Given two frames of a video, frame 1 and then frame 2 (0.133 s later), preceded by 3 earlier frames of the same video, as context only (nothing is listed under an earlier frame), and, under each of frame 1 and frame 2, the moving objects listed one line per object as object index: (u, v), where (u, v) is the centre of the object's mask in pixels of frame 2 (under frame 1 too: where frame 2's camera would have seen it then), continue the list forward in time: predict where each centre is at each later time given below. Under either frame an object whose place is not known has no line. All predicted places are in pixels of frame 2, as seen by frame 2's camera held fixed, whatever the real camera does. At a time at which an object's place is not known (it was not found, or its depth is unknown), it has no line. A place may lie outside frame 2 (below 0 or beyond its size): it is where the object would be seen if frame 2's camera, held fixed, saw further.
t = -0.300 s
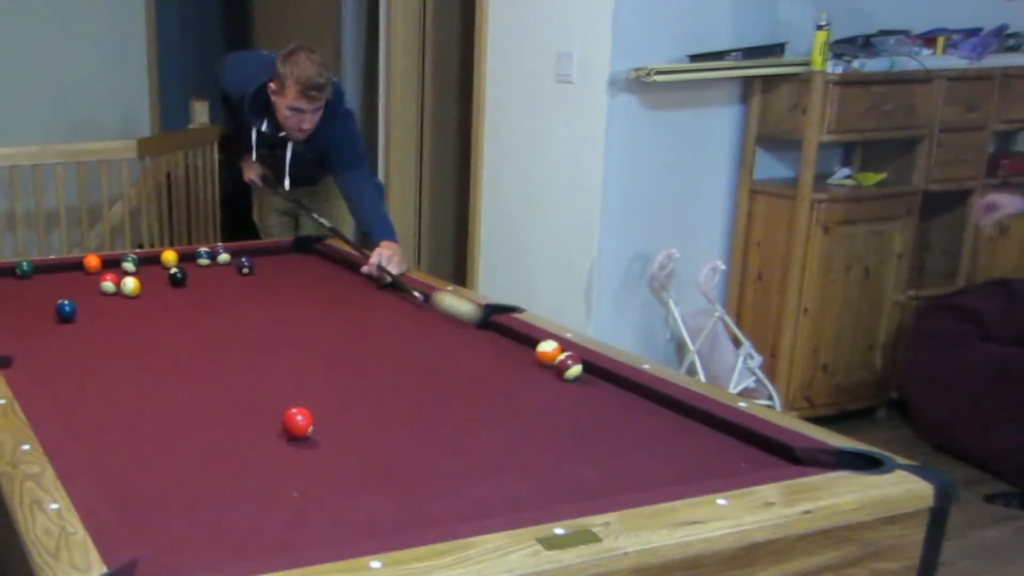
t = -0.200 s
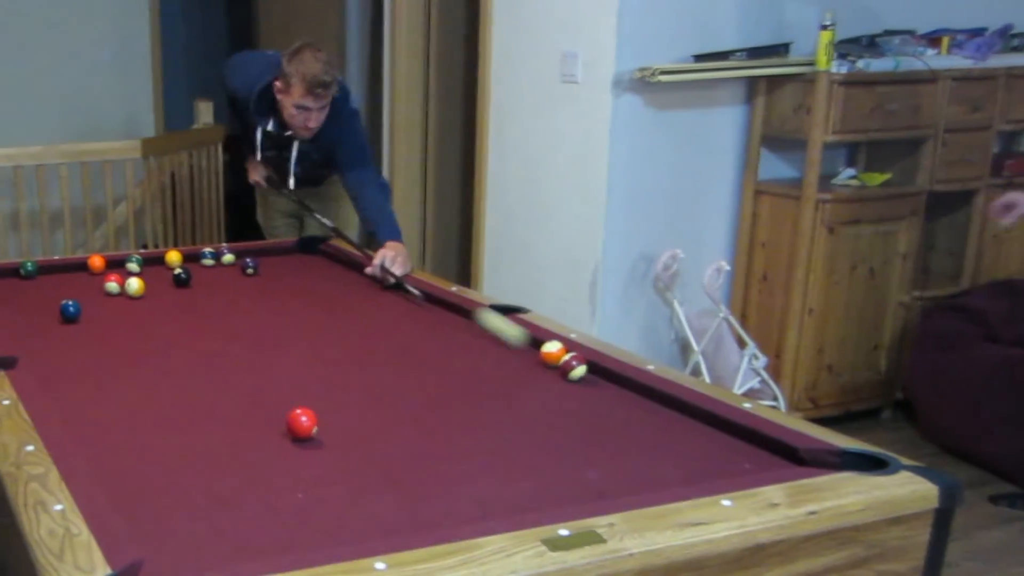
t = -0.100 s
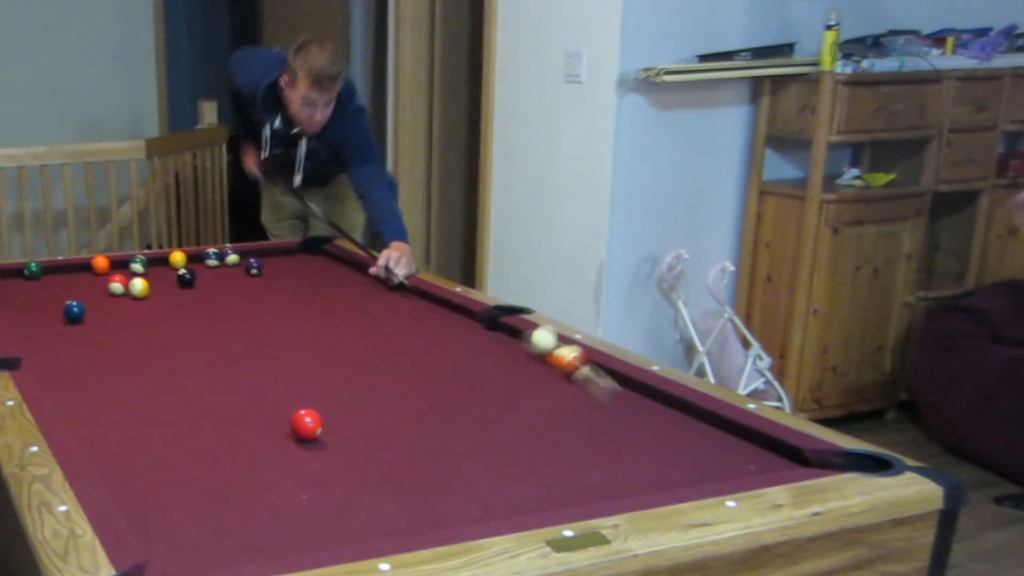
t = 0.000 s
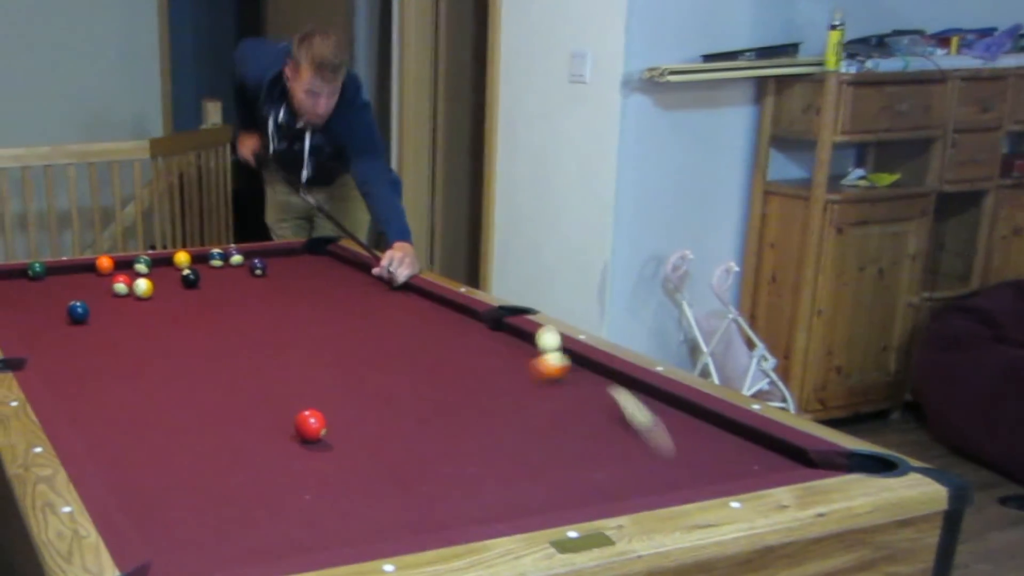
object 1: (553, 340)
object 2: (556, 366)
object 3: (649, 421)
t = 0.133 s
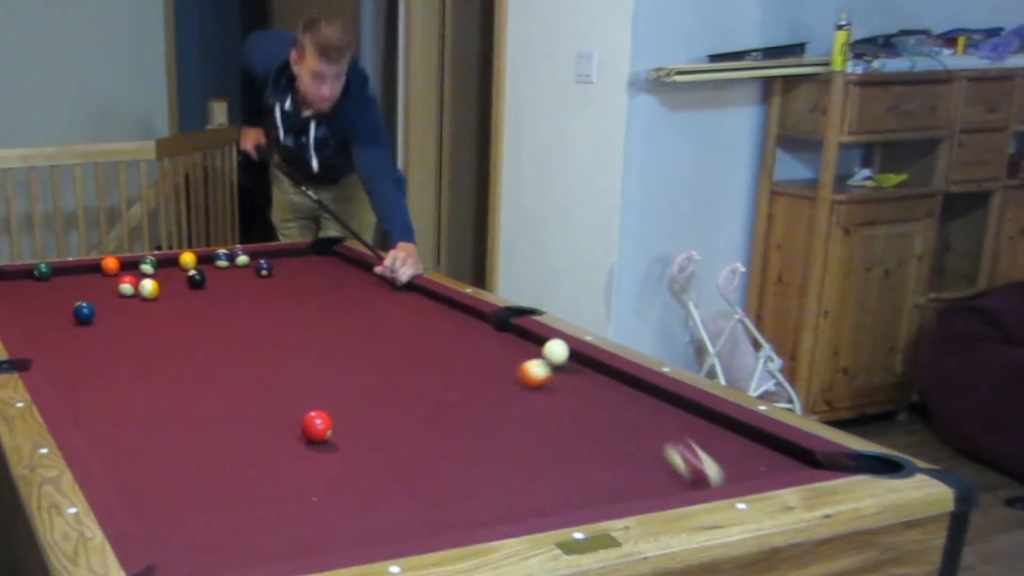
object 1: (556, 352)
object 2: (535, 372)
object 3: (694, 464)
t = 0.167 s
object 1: (557, 353)
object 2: (531, 373)
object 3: (695, 466)
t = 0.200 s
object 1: (558, 354)
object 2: (523, 375)
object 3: (694, 473)
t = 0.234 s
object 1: (560, 356)
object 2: (518, 376)
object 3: (672, 467)
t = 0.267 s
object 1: (561, 359)
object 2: (513, 378)
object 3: (634, 452)
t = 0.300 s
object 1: (563, 360)
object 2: (507, 380)
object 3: (627, 448)
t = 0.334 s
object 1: (565, 362)
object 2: (504, 382)
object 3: (617, 442)
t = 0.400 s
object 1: (567, 363)
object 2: (499, 383)
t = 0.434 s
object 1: (569, 365)
